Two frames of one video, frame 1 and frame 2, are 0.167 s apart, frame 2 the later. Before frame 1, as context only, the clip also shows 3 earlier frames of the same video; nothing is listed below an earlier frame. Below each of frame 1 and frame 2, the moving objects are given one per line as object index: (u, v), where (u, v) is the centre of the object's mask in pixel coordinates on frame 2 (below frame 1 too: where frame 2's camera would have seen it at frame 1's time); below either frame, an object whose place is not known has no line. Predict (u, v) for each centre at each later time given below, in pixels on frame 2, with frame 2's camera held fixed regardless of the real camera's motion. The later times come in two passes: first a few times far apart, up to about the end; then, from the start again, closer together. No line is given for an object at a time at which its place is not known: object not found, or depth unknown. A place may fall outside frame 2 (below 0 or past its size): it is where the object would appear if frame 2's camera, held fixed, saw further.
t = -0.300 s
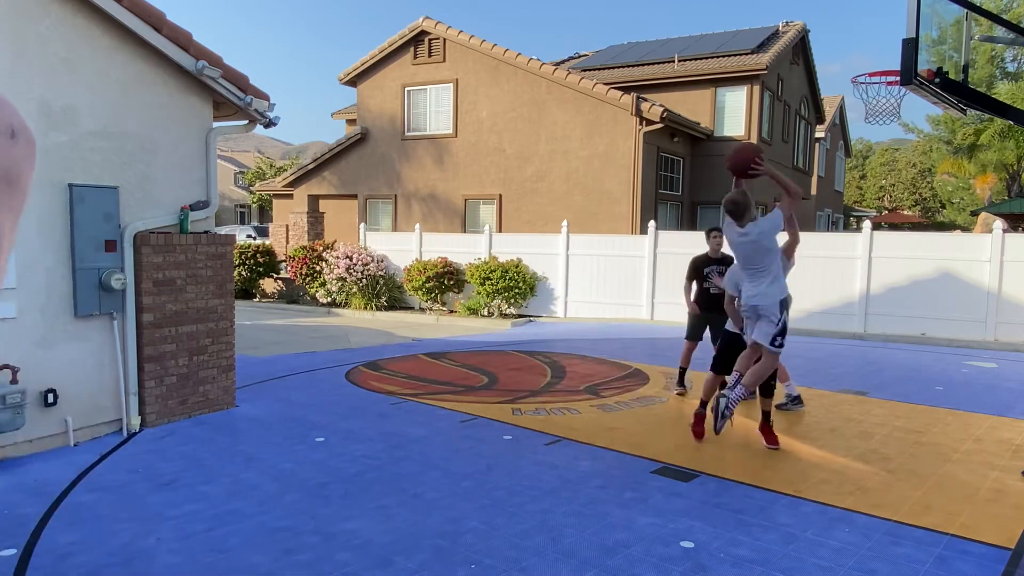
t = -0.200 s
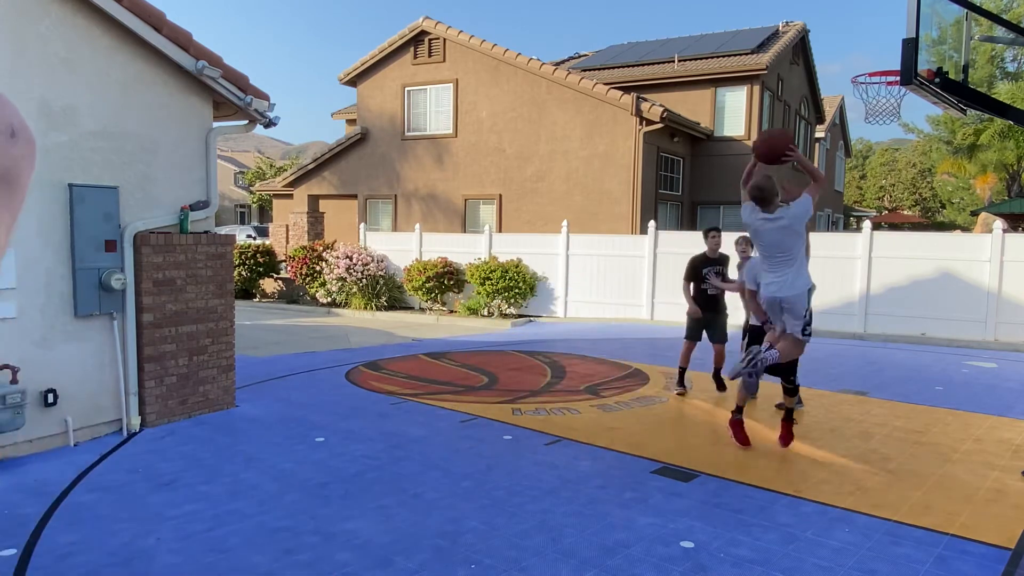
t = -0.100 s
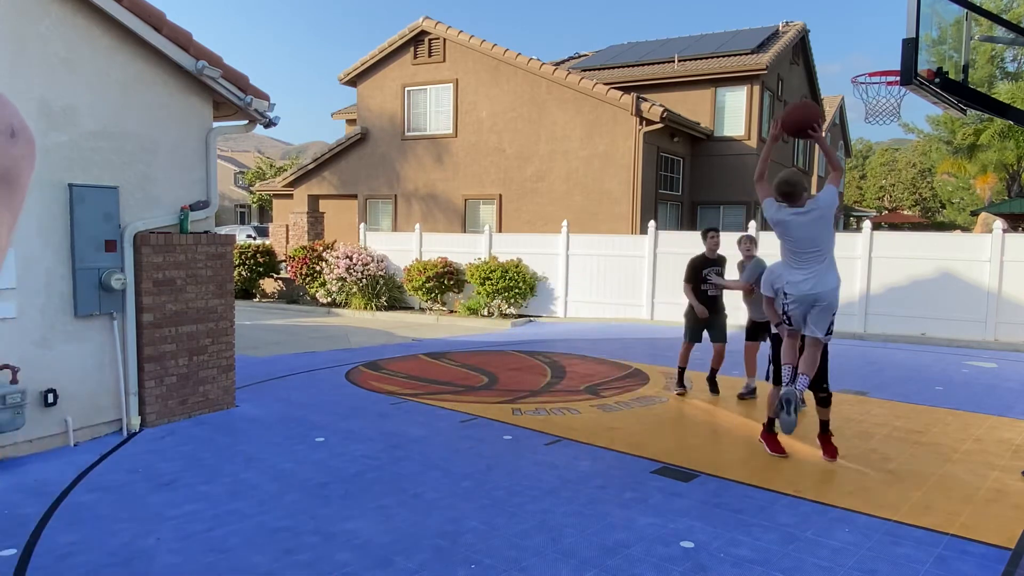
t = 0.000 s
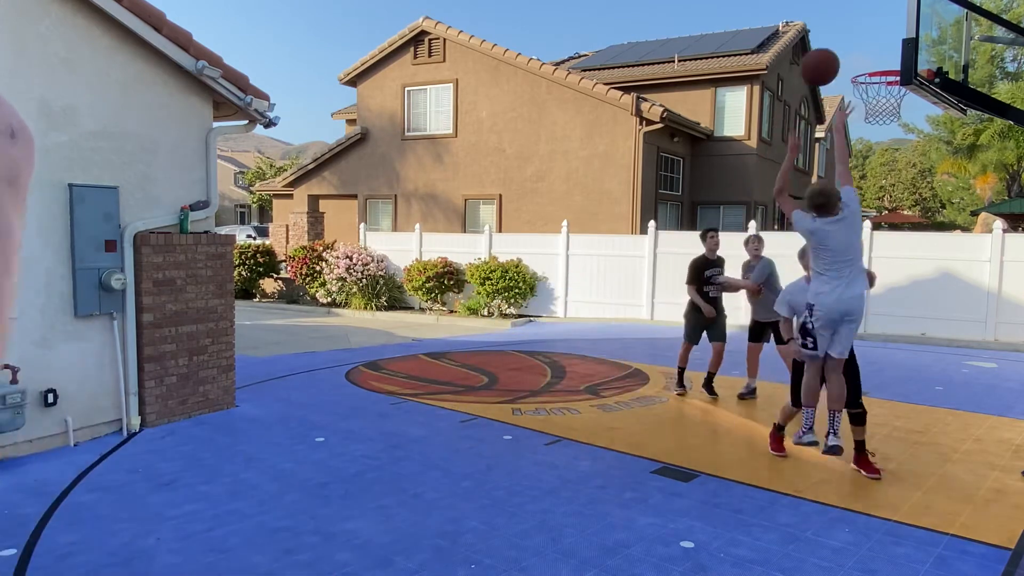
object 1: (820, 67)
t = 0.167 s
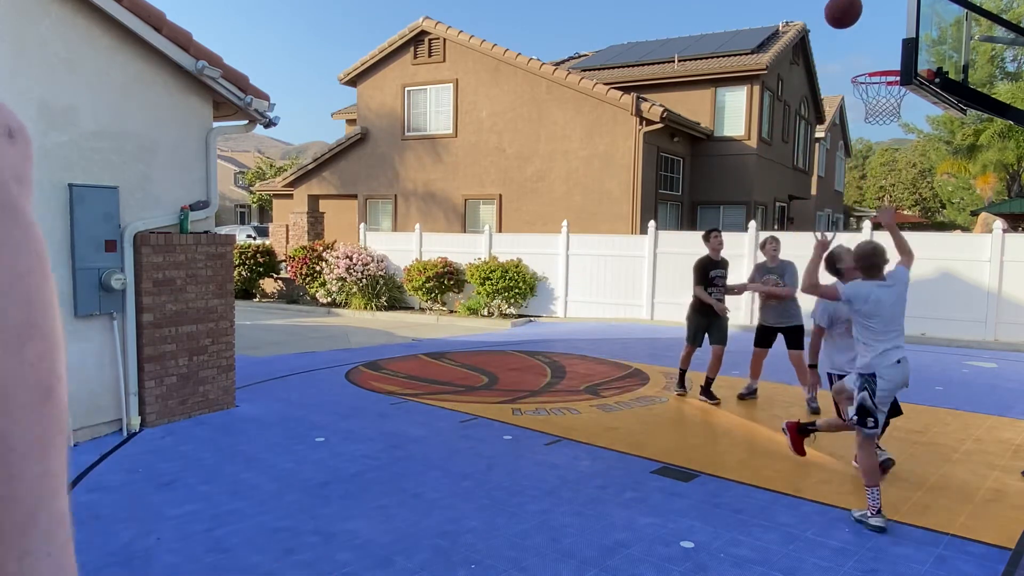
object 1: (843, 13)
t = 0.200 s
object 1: (846, 10)
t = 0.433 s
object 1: (870, 12)
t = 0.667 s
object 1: (885, 80)
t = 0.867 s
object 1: (885, 97)
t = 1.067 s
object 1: (877, 111)
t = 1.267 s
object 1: (878, 146)
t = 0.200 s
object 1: (846, 10)
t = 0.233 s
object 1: (850, 8)
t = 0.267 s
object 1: (854, 7)
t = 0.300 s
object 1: (857, 7)
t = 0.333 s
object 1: (860, 7)
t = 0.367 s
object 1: (864, 8)
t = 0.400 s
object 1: (867, 10)
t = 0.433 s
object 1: (870, 12)
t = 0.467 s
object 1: (873, 17)
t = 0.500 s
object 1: (876, 25)
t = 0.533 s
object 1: (878, 33)
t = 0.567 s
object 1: (880, 44)
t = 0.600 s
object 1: (882, 55)
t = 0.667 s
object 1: (885, 80)
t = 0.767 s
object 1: (890, 100)
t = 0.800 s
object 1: (888, 98)
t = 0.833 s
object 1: (887, 97)
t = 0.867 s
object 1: (885, 97)
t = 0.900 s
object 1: (884, 98)
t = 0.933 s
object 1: (882, 100)
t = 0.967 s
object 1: (881, 102)
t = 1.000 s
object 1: (879, 105)
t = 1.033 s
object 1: (878, 108)
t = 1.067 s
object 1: (877, 111)
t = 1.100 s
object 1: (877, 114)
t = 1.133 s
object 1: (878, 118)
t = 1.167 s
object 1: (878, 125)
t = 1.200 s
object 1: (878, 130)
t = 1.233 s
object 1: (878, 137)
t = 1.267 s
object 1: (878, 146)
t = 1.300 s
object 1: (878, 156)
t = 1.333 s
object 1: (878, 168)
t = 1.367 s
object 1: (878, 181)
